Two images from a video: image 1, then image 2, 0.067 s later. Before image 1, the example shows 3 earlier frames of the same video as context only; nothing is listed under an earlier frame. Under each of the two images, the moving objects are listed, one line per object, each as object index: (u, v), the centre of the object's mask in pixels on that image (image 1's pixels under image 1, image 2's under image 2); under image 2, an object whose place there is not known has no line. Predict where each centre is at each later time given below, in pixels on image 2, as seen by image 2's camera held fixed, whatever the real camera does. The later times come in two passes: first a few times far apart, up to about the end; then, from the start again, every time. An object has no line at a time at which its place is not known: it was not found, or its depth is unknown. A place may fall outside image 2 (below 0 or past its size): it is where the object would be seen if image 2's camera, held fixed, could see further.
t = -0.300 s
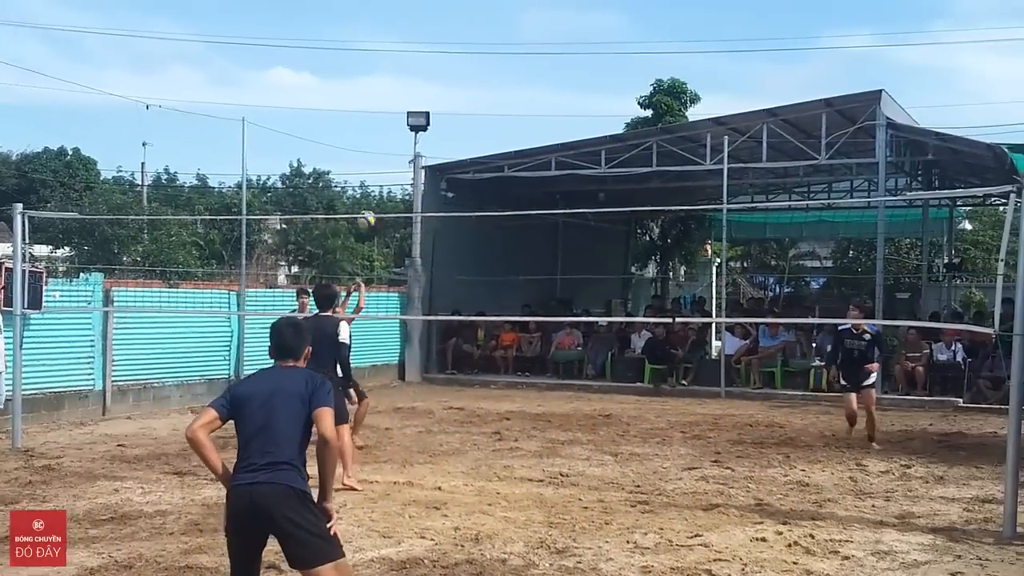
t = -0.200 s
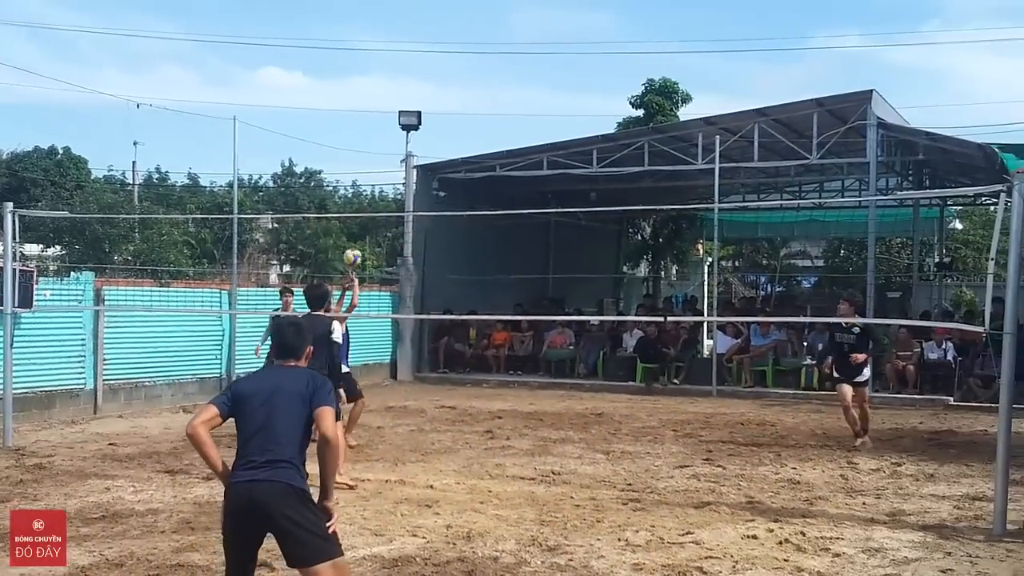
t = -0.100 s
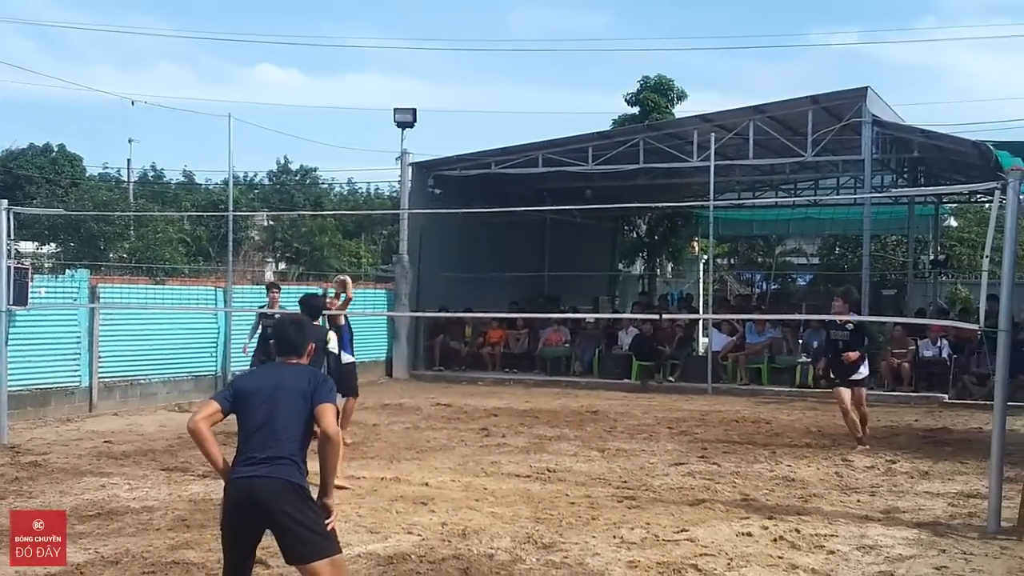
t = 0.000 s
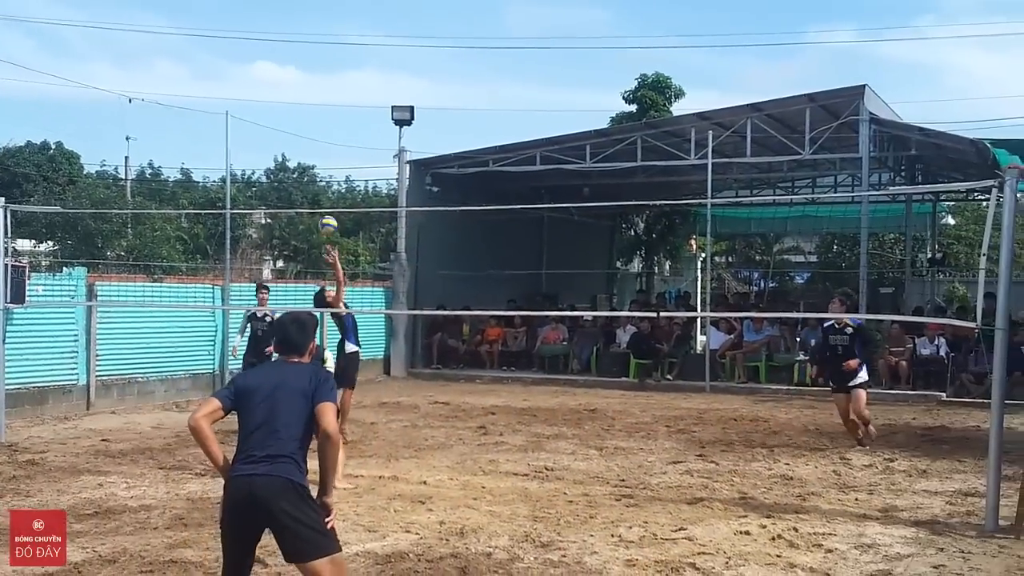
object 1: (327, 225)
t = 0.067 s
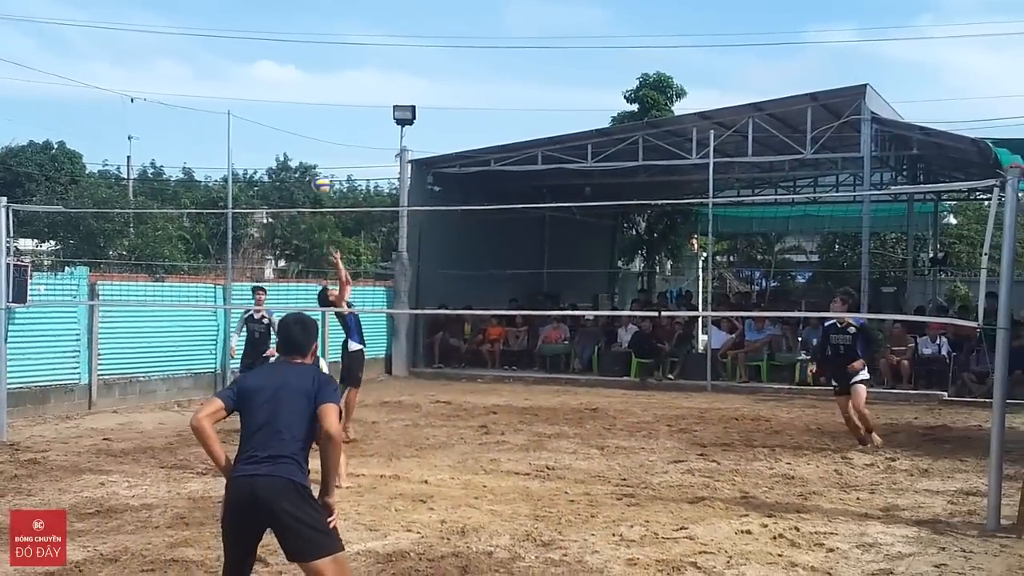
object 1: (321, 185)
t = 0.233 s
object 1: (297, 106)
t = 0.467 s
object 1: (268, 34)
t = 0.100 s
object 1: (316, 169)
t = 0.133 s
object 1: (311, 151)
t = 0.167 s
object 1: (307, 135)
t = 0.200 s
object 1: (303, 119)
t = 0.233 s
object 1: (297, 106)
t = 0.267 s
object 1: (293, 92)
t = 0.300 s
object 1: (289, 80)
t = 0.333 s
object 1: (285, 68)
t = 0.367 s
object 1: (281, 58)
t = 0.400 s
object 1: (277, 49)
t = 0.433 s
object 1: (272, 42)
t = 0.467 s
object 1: (268, 34)
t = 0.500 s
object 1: (264, 28)
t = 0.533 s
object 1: (260, 23)
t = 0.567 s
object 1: (256, 18)
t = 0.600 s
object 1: (252, 14)
